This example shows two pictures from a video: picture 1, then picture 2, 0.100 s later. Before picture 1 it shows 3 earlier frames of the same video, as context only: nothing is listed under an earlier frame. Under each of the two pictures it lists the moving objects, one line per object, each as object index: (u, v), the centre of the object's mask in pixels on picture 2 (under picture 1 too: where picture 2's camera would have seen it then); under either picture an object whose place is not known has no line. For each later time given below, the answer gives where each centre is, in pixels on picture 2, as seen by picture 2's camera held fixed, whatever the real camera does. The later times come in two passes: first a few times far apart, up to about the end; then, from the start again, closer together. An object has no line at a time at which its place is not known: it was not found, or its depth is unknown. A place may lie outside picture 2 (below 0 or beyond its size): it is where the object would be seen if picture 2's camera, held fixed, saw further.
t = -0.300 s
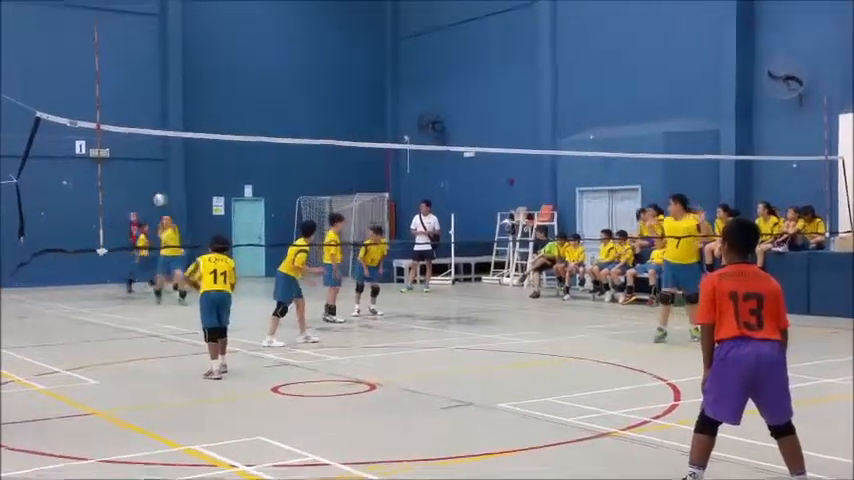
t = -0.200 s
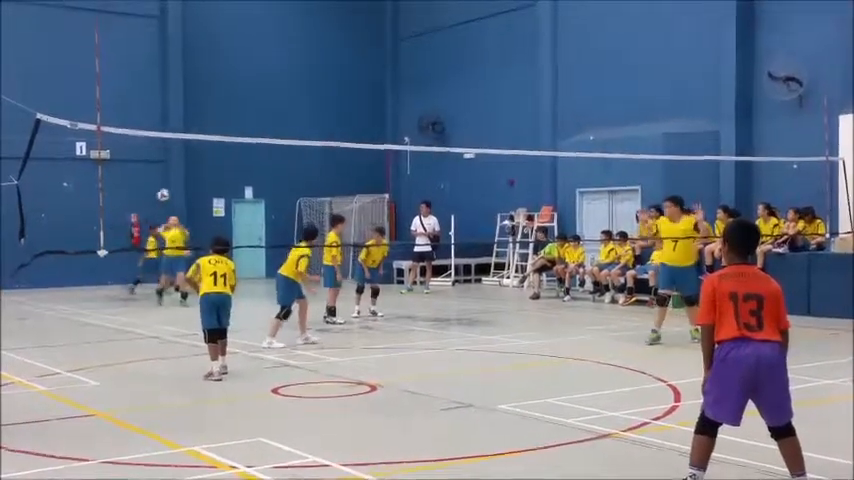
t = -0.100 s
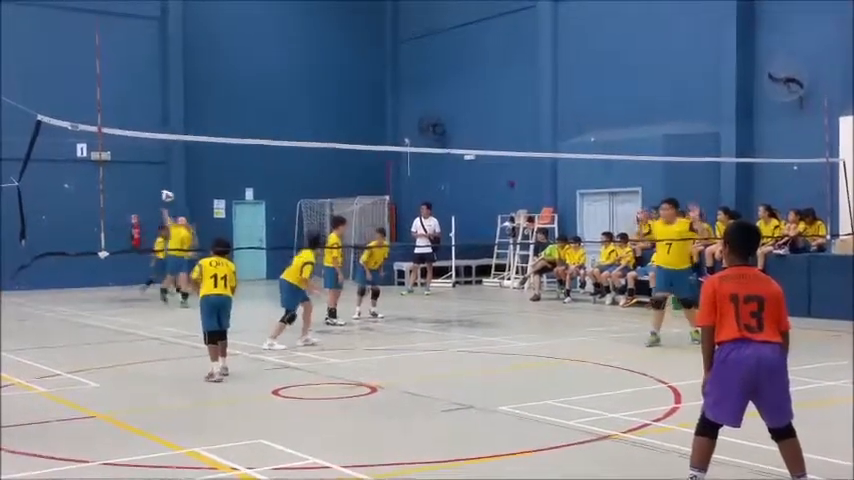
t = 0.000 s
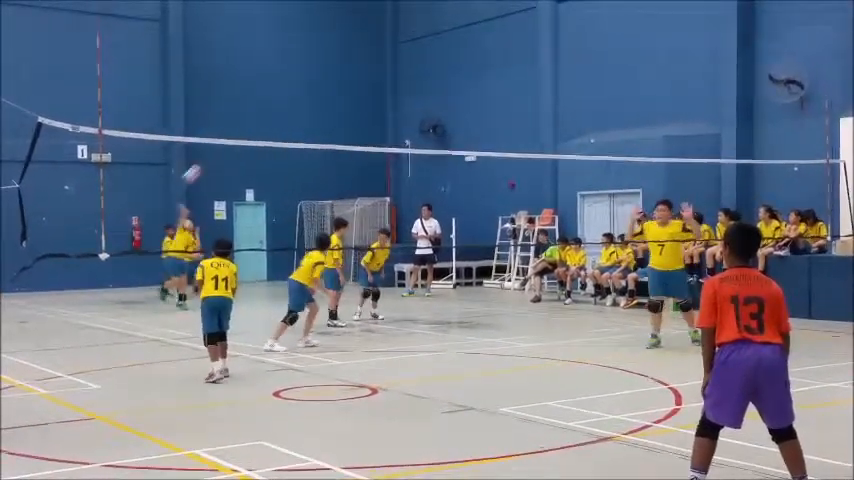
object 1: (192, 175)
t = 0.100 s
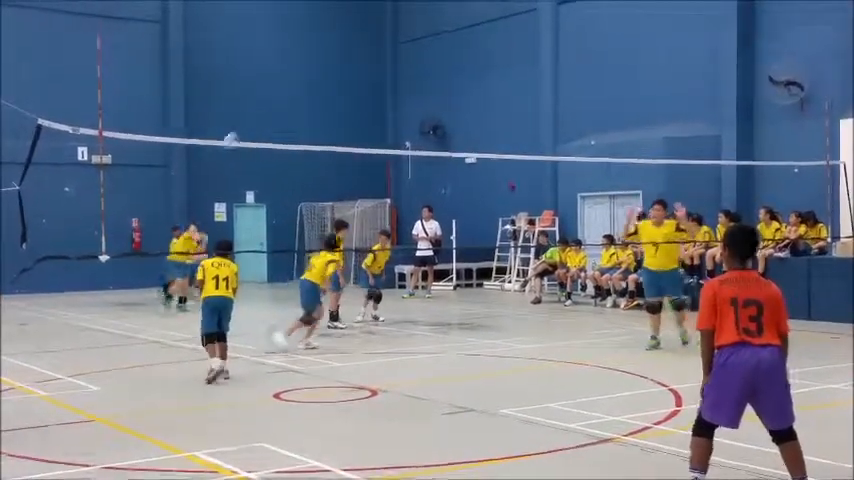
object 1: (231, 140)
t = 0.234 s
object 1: (282, 101)
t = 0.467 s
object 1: (397, 54)
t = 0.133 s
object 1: (242, 130)
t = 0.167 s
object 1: (255, 120)
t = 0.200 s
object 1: (269, 110)
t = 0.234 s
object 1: (282, 101)
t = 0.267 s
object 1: (297, 92)
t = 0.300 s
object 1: (311, 85)
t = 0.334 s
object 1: (327, 77)
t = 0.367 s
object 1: (343, 70)
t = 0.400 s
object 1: (361, 64)
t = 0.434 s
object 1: (379, 58)
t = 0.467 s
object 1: (397, 54)
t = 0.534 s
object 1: (436, 46)
